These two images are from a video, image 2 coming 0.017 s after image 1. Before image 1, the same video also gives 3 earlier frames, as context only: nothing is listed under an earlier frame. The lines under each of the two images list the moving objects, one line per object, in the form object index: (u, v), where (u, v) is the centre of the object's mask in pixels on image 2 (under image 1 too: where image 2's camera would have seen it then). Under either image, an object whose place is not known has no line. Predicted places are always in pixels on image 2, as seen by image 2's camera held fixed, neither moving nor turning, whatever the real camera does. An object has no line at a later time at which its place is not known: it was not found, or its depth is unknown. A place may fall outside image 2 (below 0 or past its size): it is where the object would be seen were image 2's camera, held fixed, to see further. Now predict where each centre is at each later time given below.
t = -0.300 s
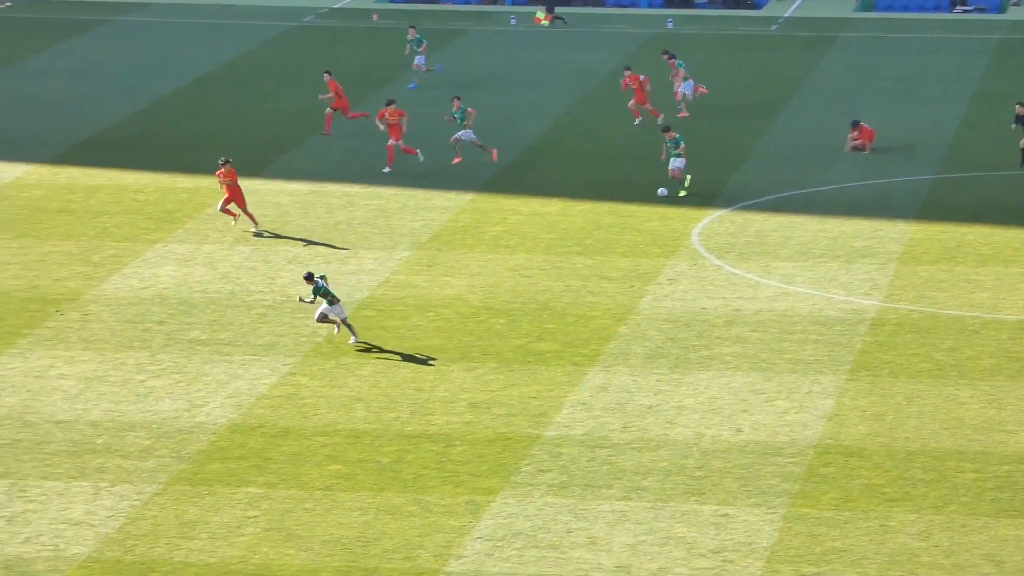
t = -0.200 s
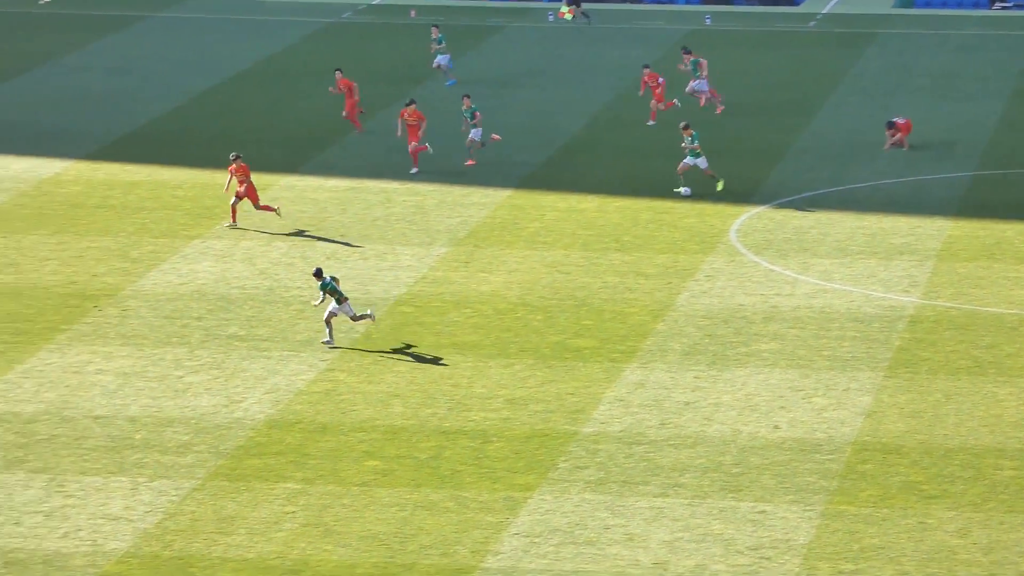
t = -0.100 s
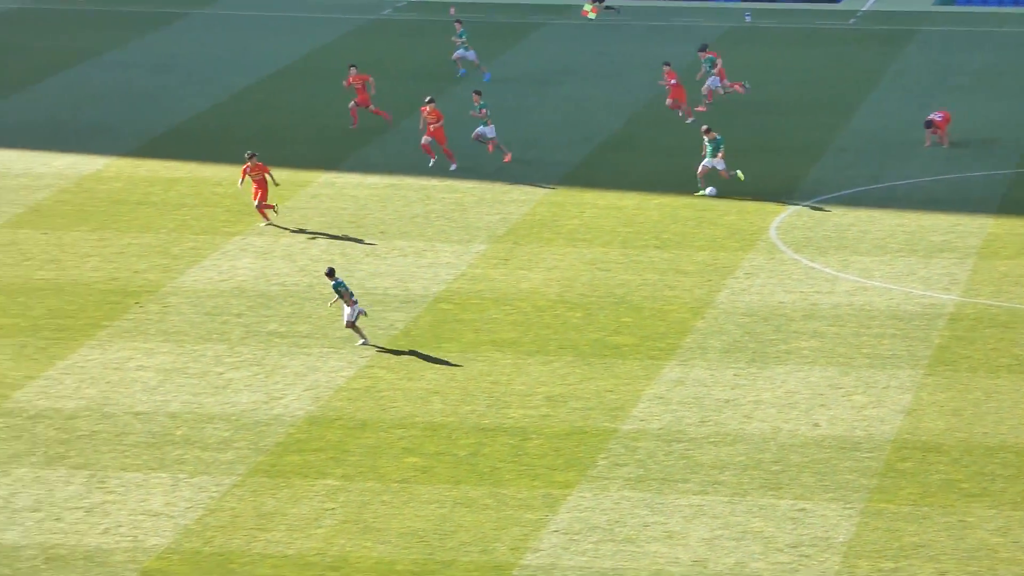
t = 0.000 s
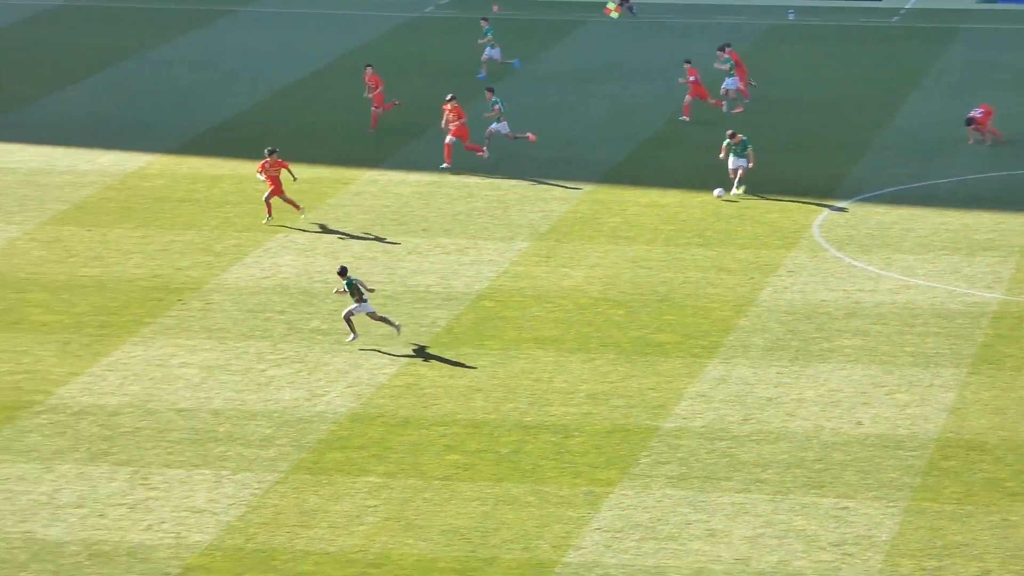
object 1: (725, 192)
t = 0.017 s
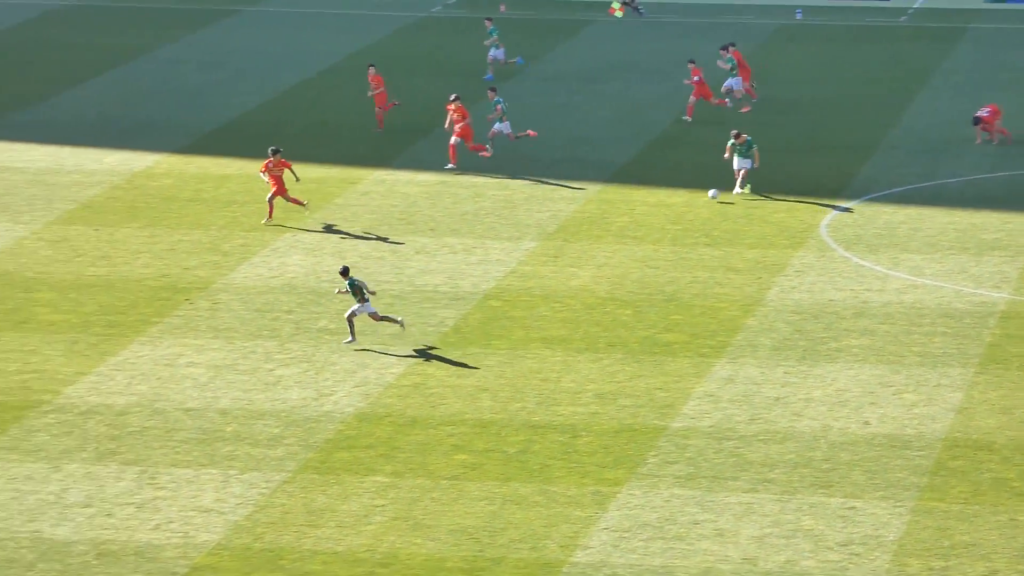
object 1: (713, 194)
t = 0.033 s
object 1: (701, 195)
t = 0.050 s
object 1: (688, 196)
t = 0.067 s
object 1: (676, 197)
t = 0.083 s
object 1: (664, 198)
